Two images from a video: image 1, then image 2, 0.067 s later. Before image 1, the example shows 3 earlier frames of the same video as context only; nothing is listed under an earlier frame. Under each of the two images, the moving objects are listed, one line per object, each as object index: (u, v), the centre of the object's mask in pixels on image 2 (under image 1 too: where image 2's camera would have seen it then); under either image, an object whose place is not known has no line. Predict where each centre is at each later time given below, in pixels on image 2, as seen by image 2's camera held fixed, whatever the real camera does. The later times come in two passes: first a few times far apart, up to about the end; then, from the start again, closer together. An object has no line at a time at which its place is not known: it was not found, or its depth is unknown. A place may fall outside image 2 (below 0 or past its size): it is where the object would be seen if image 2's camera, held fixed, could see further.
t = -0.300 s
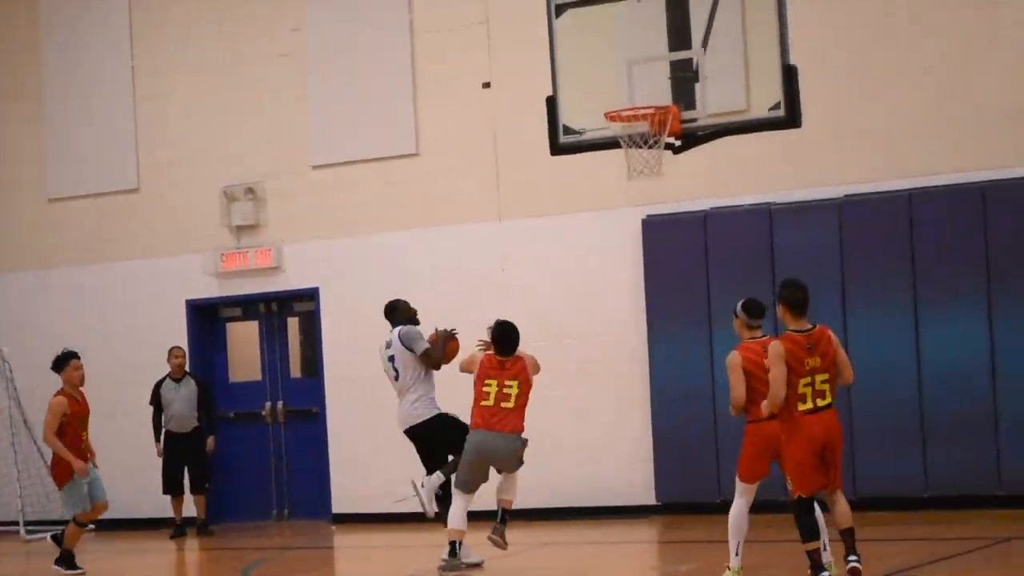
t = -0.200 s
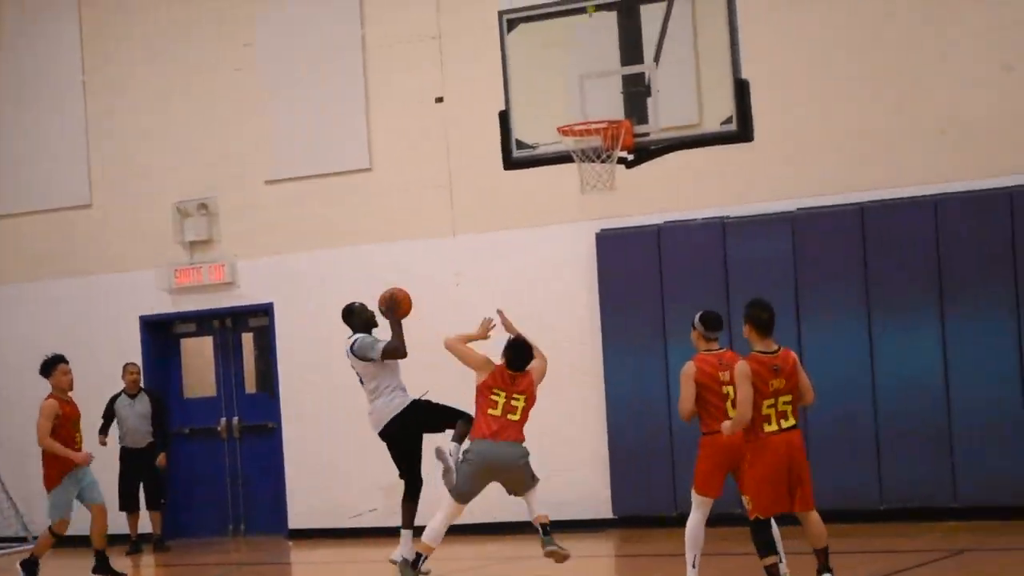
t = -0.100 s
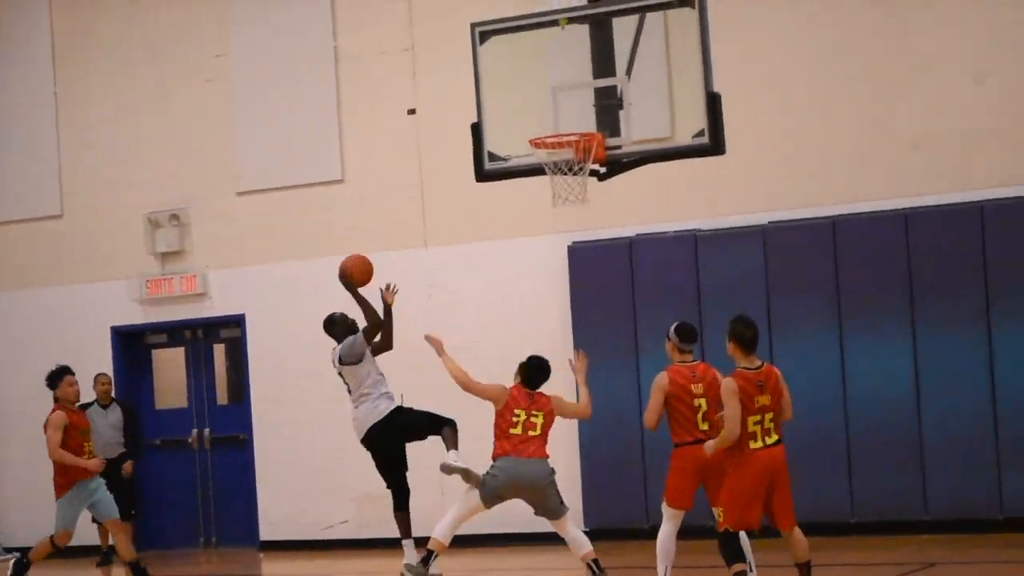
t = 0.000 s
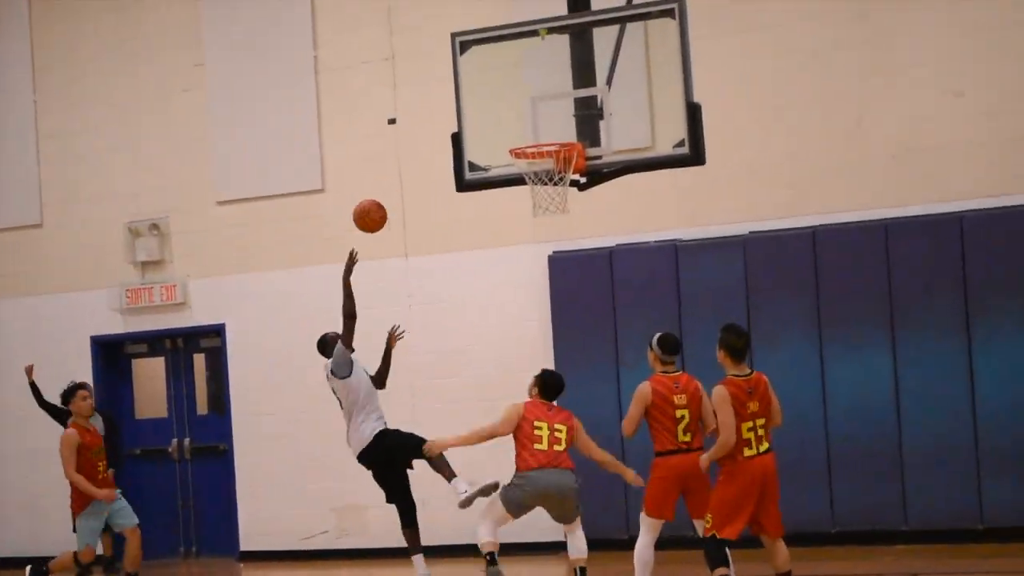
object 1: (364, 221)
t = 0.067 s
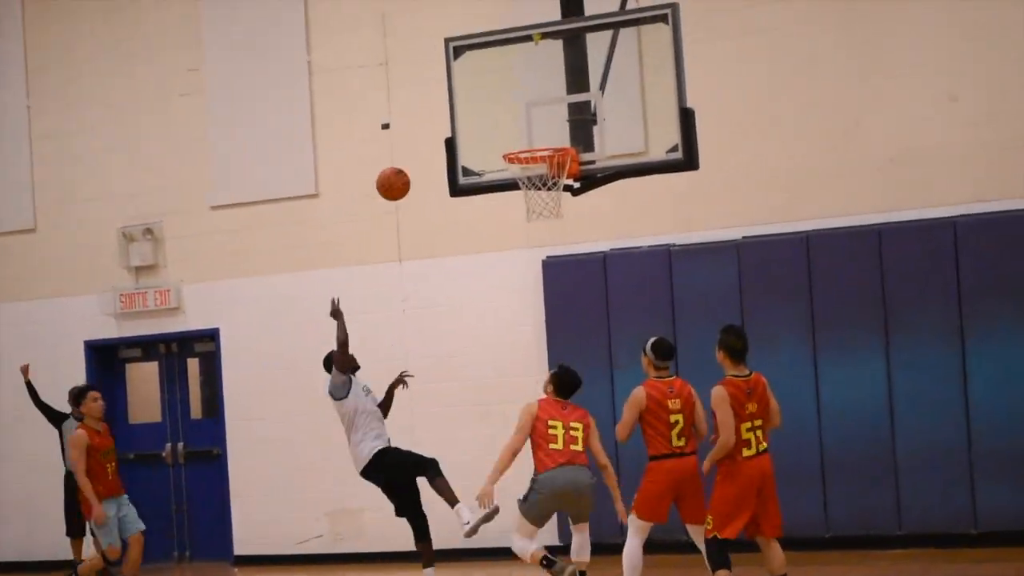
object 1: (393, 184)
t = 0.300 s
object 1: (486, 107)
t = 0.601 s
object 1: (532, 156)
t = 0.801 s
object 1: (555, 240)
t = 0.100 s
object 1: (408, 167)
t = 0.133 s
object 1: (422, 153)
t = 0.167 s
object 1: (437, 140)
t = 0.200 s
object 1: (452, 128)
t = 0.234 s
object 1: (468, 118)
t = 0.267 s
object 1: (482, 109)
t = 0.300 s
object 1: (486, 107)
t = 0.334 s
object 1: (491, 106)
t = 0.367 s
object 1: (496, 106)
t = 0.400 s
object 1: (500, 108)
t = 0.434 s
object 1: (505, 112)
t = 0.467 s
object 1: (511, 118)
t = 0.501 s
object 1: (516, 125)
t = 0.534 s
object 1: (521, 133)
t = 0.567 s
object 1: (526, 139)
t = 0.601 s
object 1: (532, 156)
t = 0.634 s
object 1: (537, 167)
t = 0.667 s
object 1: (537, 182)
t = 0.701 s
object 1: (544, 193)
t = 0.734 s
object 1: (548, 207)
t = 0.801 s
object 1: (555, 240)
